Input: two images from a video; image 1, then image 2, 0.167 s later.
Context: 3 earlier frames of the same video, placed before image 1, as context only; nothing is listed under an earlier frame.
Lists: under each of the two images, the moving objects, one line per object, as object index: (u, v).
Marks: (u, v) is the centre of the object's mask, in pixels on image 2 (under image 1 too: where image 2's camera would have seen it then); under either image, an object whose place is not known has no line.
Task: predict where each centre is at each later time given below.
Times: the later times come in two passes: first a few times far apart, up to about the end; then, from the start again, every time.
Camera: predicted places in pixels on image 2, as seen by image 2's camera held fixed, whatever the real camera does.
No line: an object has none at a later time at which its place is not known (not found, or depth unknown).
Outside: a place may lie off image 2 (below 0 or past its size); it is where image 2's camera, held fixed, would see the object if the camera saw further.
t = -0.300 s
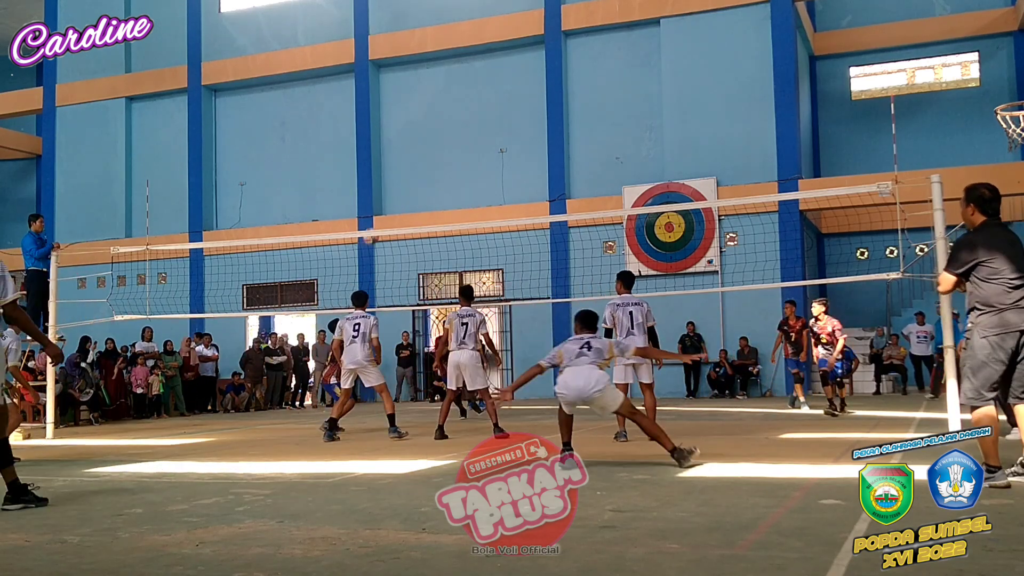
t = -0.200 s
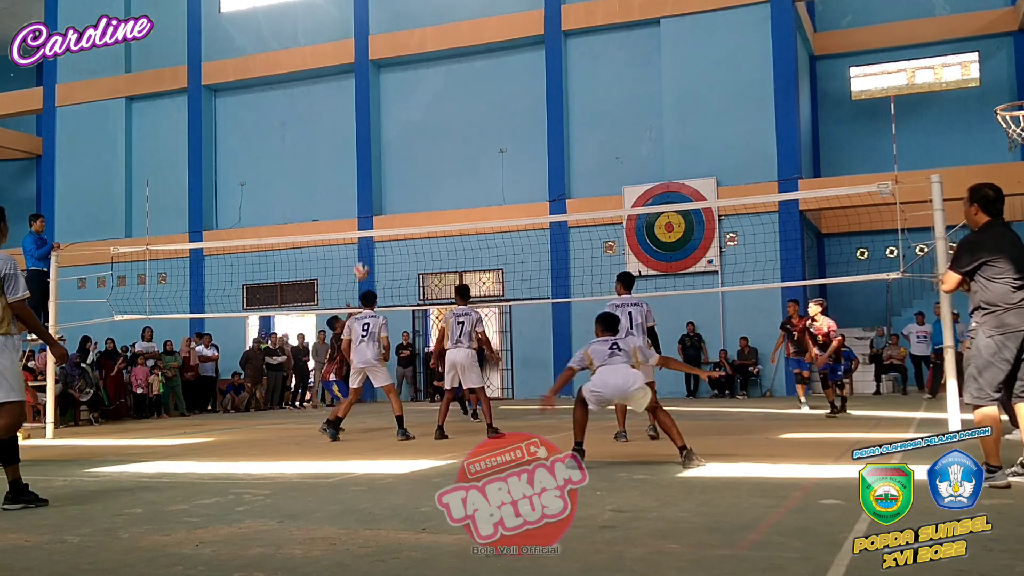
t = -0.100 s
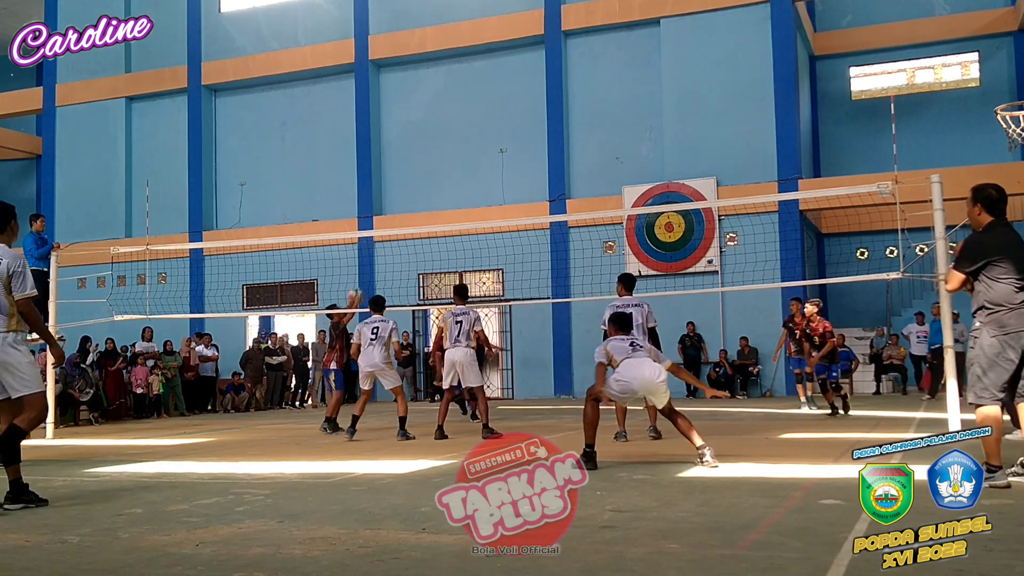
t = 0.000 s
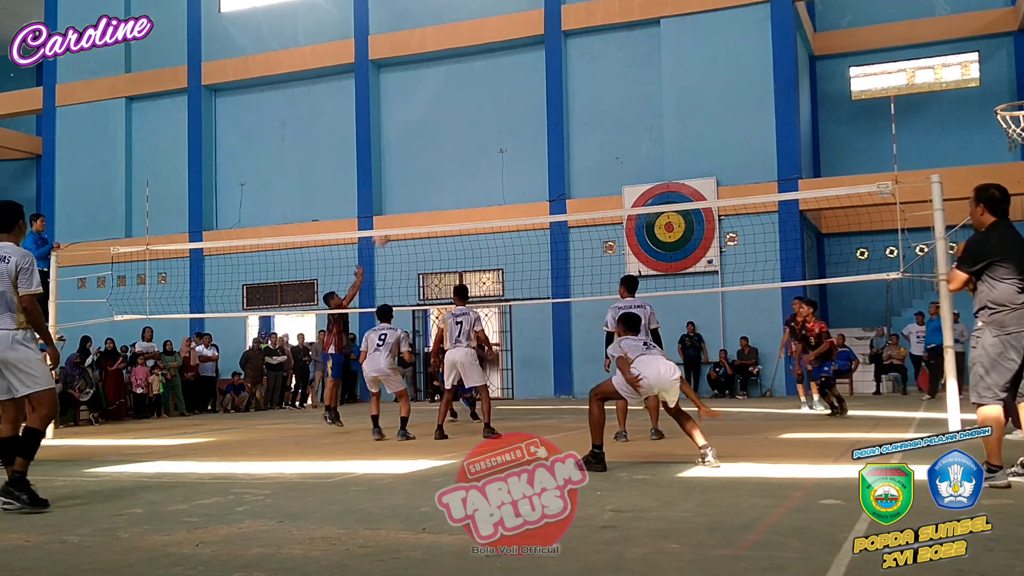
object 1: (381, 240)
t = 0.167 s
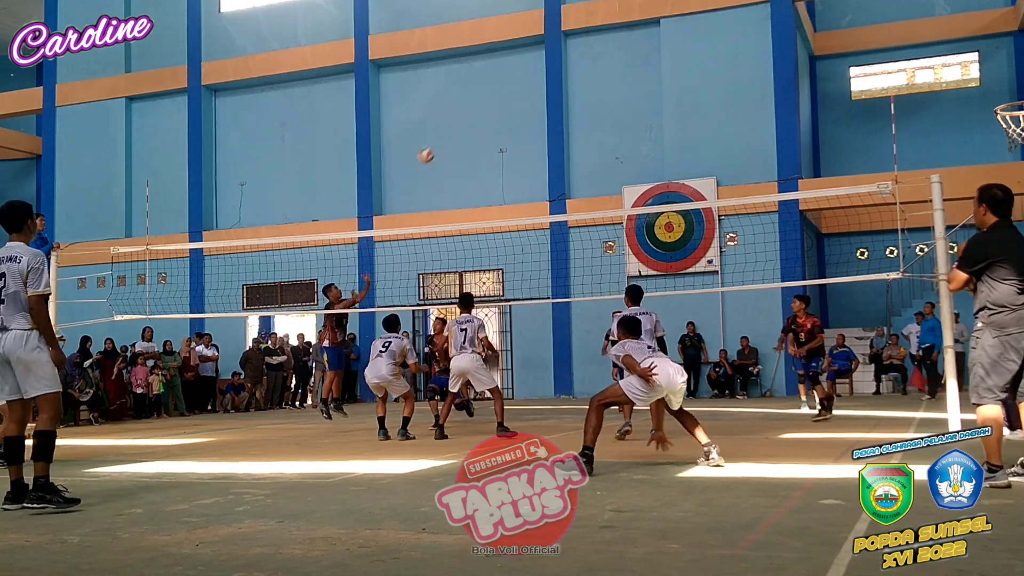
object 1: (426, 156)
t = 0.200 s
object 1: (435, 142)
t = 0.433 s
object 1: (498, 69)
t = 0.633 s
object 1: (554, 40)
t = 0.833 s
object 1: (610, 43)
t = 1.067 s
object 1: (678, 88)
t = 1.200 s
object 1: (718, 135)
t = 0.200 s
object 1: (435, 142)
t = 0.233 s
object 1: (443, 129)
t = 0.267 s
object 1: (452, 116)
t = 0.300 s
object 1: (461, 105)
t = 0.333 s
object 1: (471, 94)
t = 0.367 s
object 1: (480, 85)
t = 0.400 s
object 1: (489, 76)
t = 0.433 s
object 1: (498, 69)
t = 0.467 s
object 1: (508, 62)
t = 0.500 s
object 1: (517, 55)
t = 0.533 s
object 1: (526, 50)
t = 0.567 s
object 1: (535, 46)
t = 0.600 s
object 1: (544, 42)
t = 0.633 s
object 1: (554, 40)
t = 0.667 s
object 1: (563, 38)
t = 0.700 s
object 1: (572, 37)
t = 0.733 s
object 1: (582, 37)
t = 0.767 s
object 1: (591, 38)
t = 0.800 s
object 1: (601, 40)
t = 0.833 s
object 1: (610, 43)
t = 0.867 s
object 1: (620, 47)
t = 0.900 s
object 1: (630, 51)
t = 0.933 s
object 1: (639, 57)
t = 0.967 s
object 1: (649, 63)
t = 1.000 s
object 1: (659, 71)
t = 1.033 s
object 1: (669, 79)
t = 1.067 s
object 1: (678, 88)
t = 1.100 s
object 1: (688, 99)
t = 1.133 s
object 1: (698, 110)
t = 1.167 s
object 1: (708, 122)
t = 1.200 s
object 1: (718, 135)
